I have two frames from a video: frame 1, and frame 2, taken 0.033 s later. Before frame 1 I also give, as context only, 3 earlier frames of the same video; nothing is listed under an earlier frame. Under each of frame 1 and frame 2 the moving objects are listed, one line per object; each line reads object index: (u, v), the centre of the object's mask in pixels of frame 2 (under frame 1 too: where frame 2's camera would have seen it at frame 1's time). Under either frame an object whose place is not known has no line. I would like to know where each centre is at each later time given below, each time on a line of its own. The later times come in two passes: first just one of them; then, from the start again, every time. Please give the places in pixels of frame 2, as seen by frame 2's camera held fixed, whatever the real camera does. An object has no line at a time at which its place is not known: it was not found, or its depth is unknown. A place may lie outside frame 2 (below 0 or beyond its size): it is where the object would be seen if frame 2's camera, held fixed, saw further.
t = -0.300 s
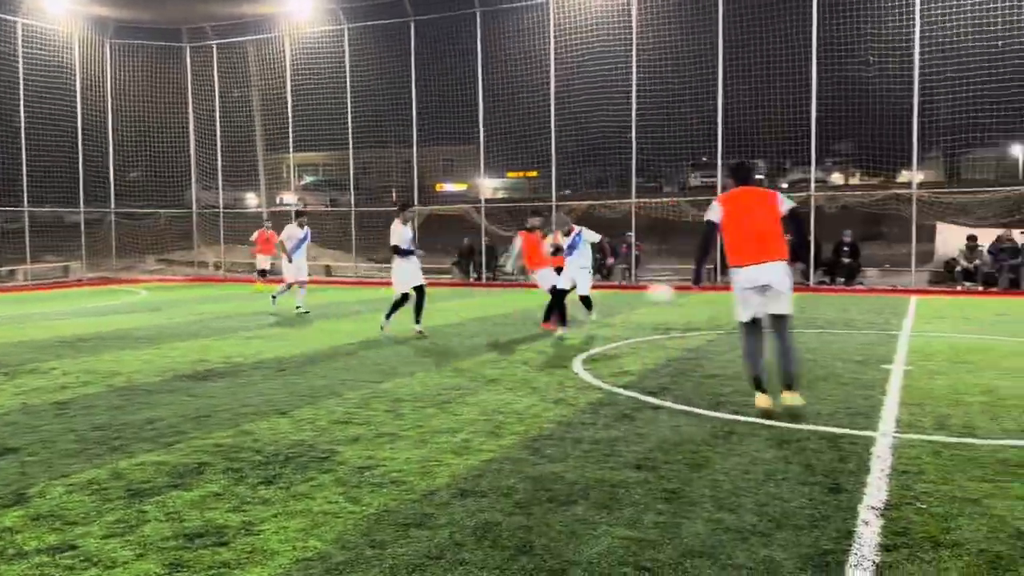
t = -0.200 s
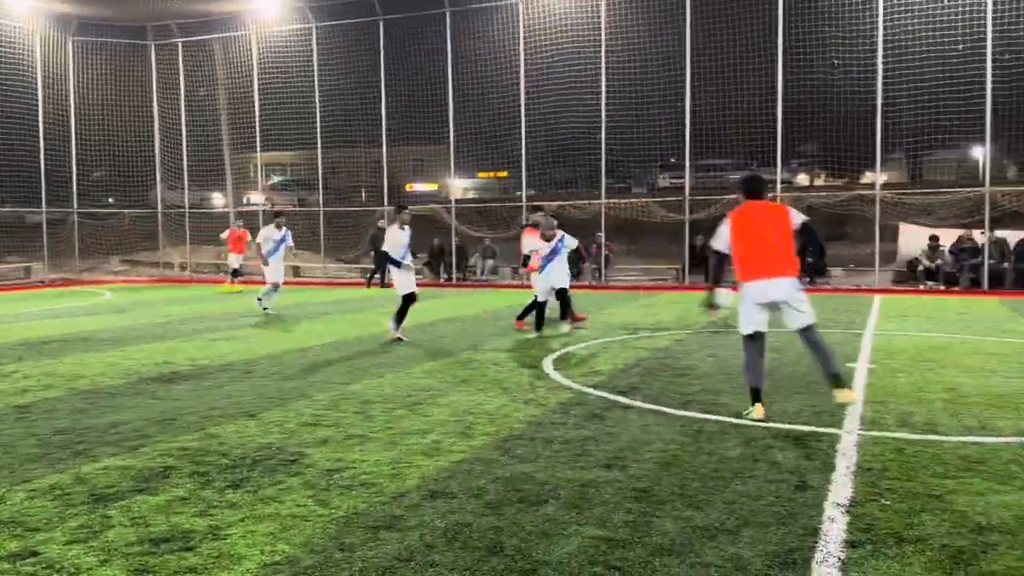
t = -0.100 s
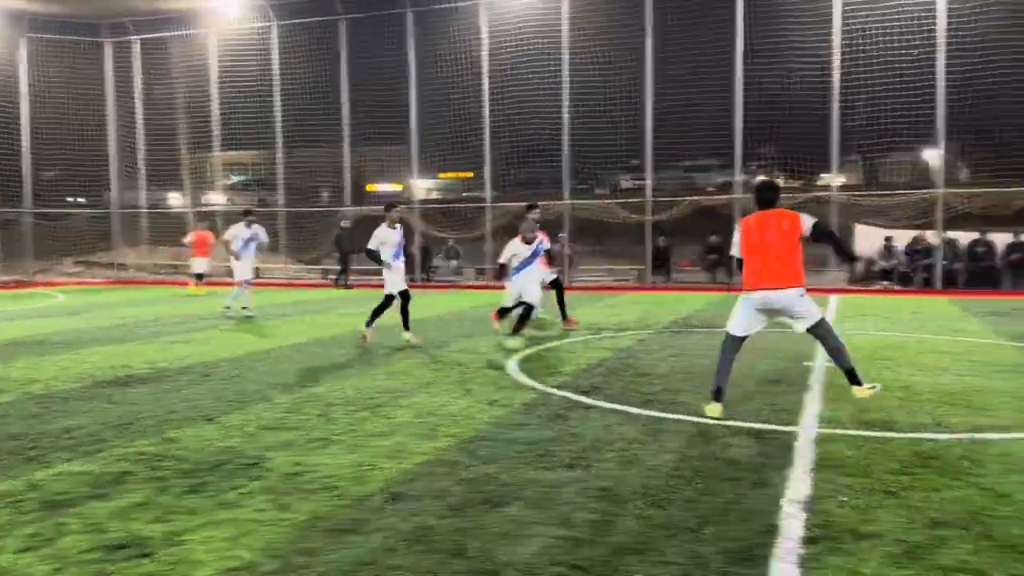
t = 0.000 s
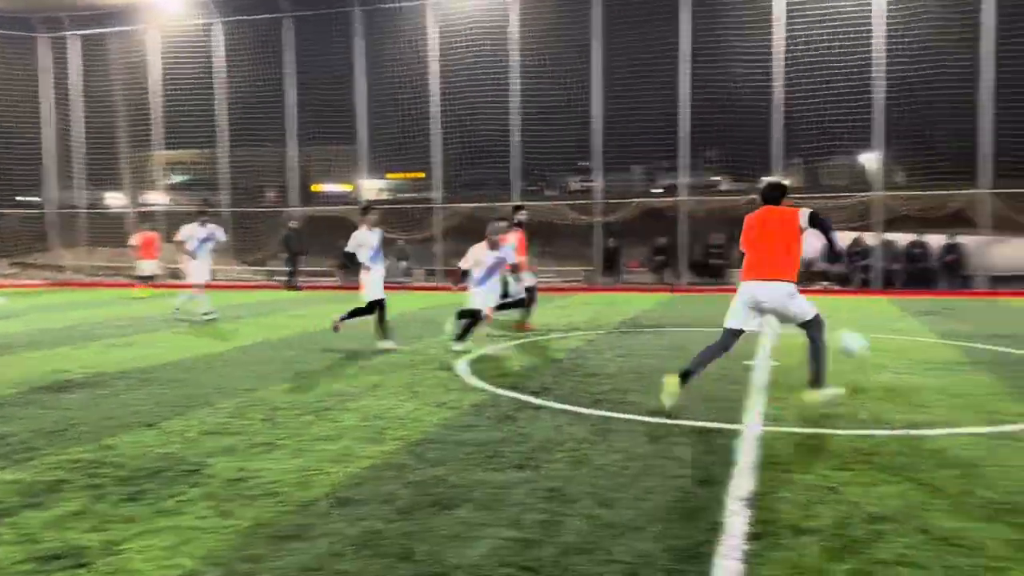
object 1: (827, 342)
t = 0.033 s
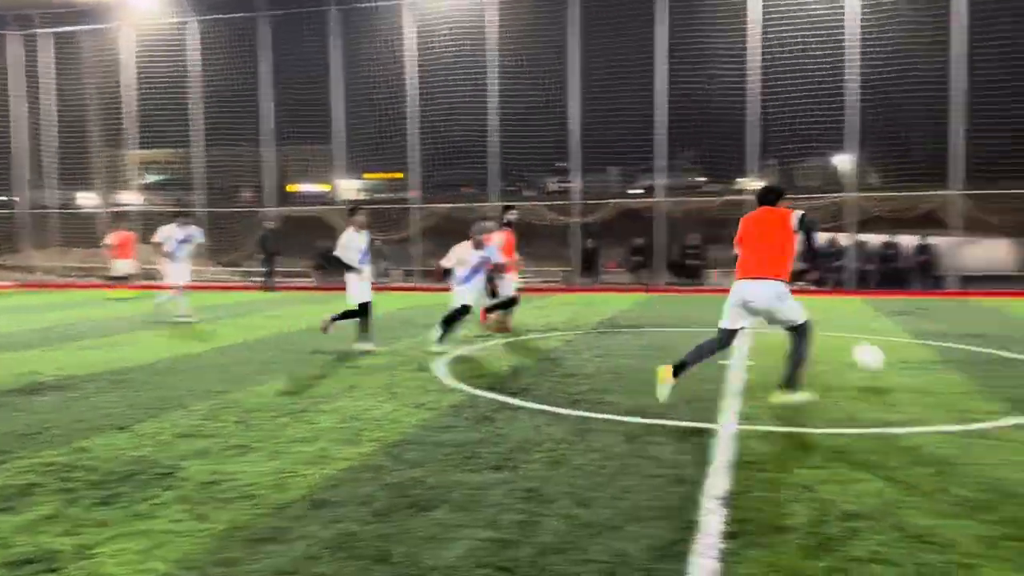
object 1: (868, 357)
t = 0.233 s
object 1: (1127, 349)
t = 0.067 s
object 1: (914, 373)
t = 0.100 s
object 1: (955, 372)
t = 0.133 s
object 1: (995, 364)
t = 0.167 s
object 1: (1038, 357)
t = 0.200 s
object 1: (1082, 353)
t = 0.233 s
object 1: (1127, 349)
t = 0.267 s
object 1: (1178, 348)
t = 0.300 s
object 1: (1230, 348)
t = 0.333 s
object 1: (1286, 349)
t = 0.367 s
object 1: (1343, 352)
